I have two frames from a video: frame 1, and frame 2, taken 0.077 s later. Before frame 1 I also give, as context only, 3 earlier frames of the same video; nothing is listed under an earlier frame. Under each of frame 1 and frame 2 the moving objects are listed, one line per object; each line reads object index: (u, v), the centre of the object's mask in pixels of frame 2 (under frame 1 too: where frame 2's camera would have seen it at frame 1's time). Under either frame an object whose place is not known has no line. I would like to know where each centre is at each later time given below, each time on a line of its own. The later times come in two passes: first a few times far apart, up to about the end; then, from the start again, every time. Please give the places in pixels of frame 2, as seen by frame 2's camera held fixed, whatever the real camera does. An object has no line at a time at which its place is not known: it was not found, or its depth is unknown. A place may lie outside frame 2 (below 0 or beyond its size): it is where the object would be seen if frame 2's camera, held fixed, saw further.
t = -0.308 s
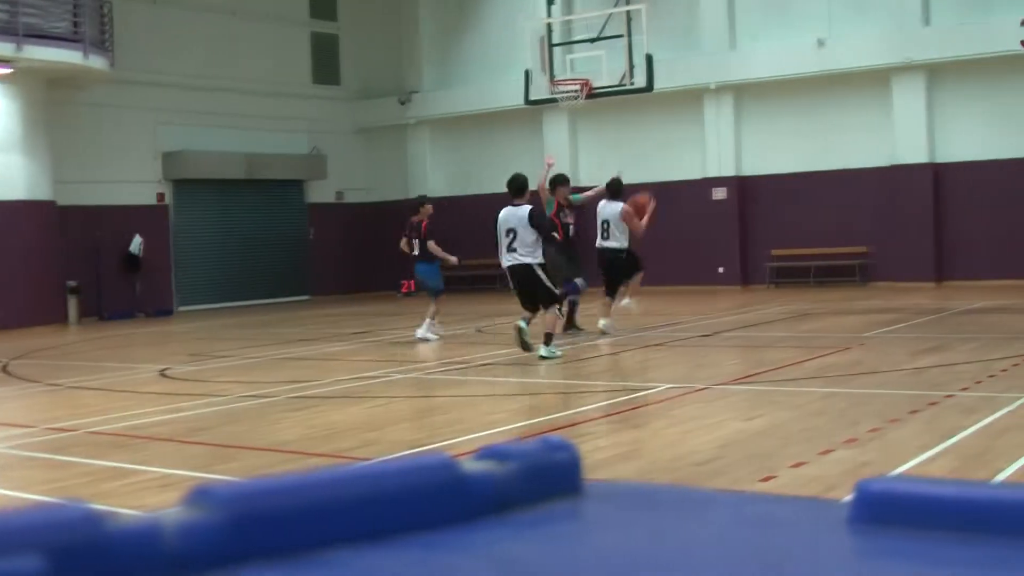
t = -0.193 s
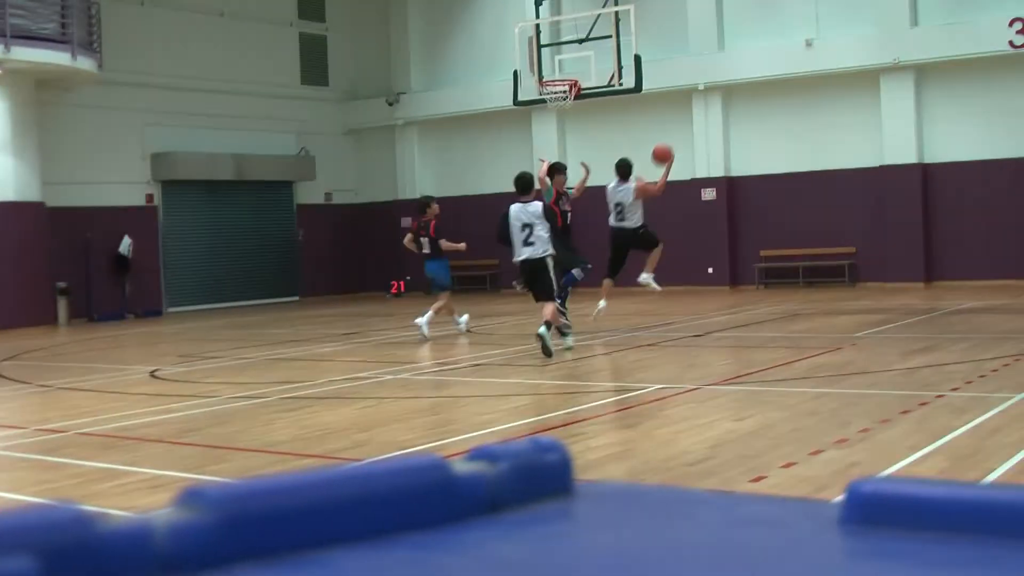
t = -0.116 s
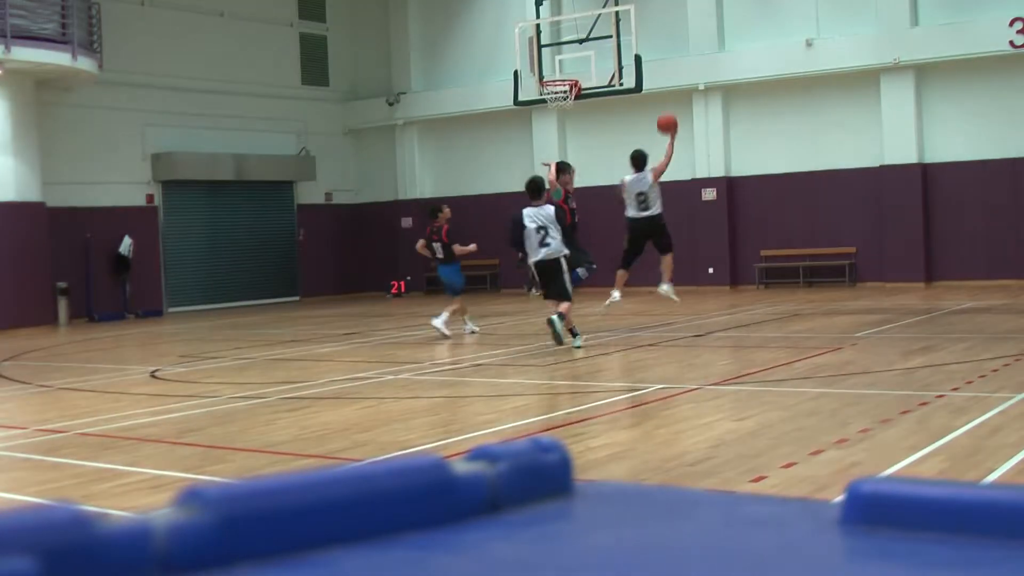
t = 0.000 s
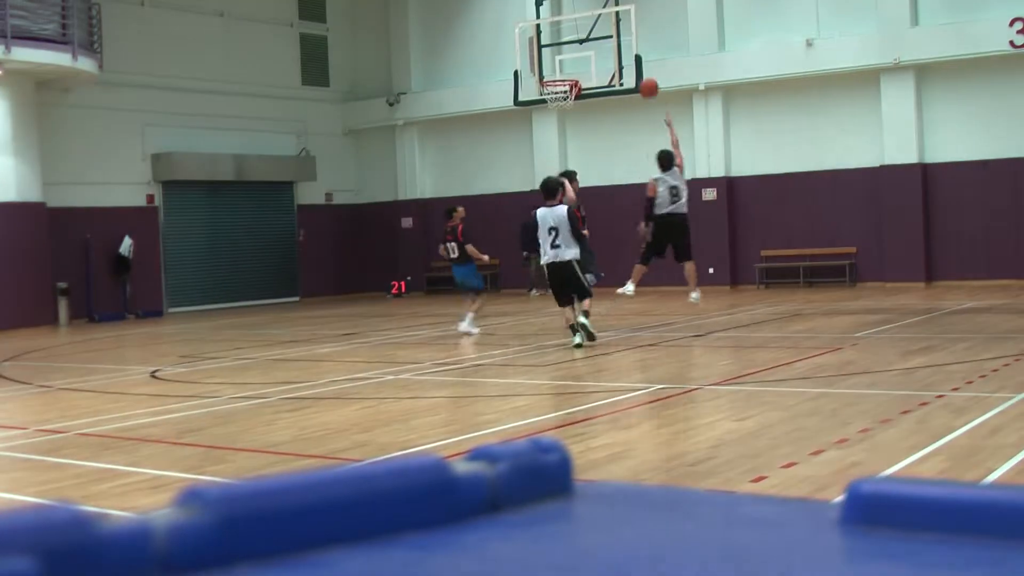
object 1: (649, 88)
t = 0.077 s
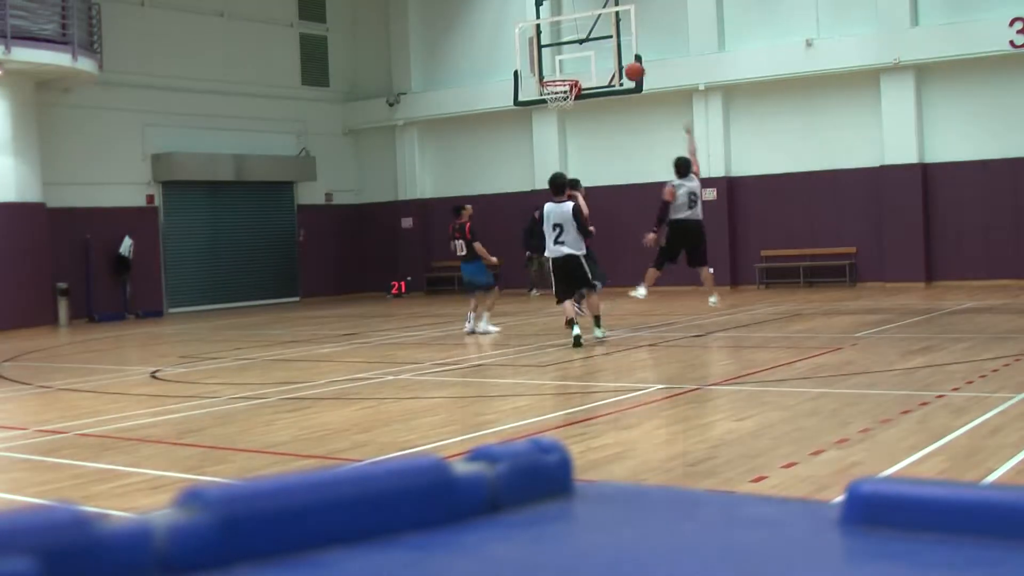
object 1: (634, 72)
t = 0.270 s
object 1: (604, 55)
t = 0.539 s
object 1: (559, 75)
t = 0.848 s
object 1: (561, 128)
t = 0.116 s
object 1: (628, 65)
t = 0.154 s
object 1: (622, 61)
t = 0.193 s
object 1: (616, 59)
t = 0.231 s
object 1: (609, 56)
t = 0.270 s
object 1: (604, 55)
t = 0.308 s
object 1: (597, 55)
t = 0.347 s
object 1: (591, 55)
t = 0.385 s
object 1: (585, 57)
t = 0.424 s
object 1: (578, 60)
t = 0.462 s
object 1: (572, 64)
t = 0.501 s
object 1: (565, 69)
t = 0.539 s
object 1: (559, 75)
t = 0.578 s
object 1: (556, 79)
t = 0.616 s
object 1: (556, 84)
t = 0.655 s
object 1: (556, 89)
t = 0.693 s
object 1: (557, 97)
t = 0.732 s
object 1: (558, 104)
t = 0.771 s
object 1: (559, 111)
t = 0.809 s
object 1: (560, 119)
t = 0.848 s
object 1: (561, 128)
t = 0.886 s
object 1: (562, 138)
